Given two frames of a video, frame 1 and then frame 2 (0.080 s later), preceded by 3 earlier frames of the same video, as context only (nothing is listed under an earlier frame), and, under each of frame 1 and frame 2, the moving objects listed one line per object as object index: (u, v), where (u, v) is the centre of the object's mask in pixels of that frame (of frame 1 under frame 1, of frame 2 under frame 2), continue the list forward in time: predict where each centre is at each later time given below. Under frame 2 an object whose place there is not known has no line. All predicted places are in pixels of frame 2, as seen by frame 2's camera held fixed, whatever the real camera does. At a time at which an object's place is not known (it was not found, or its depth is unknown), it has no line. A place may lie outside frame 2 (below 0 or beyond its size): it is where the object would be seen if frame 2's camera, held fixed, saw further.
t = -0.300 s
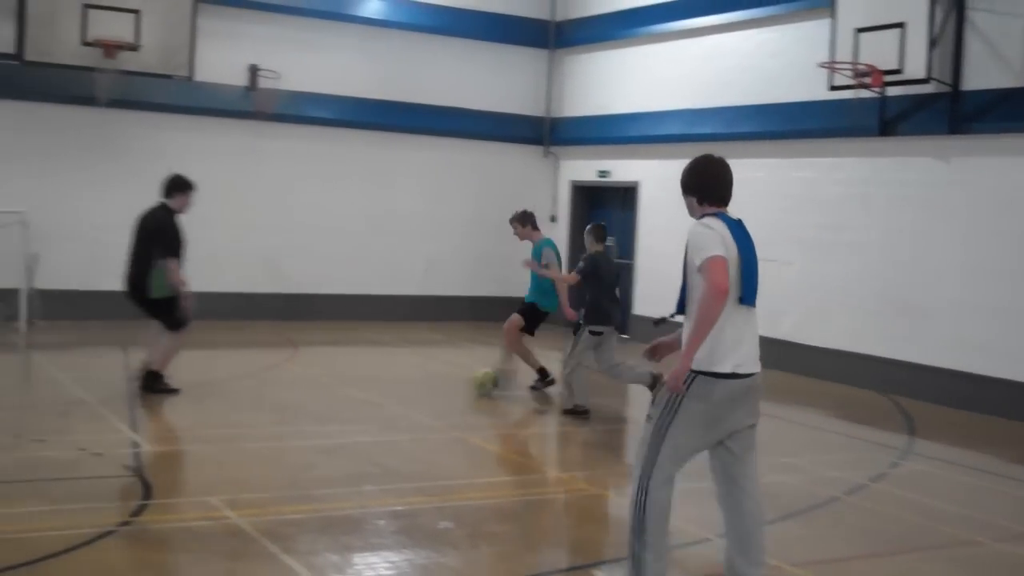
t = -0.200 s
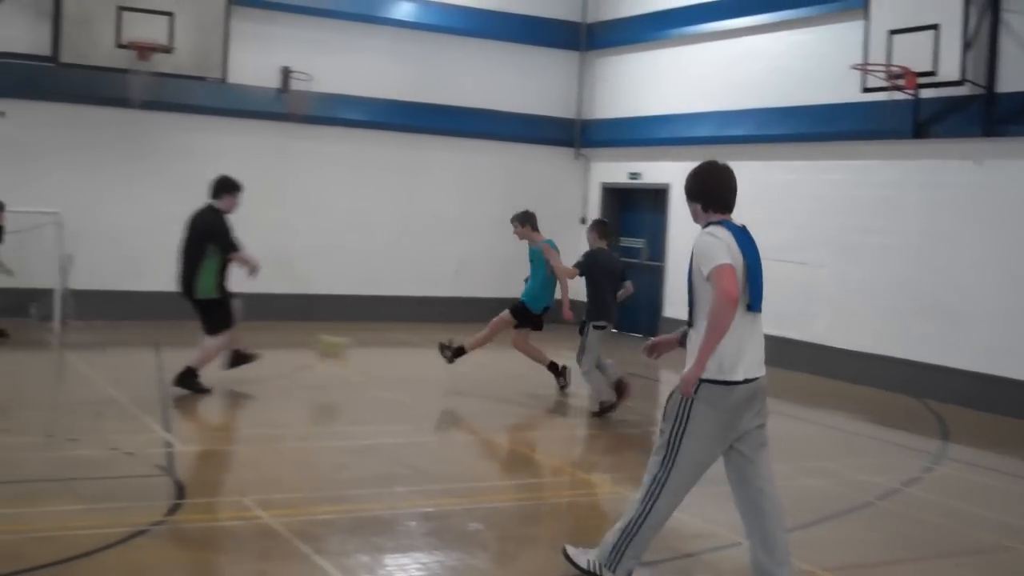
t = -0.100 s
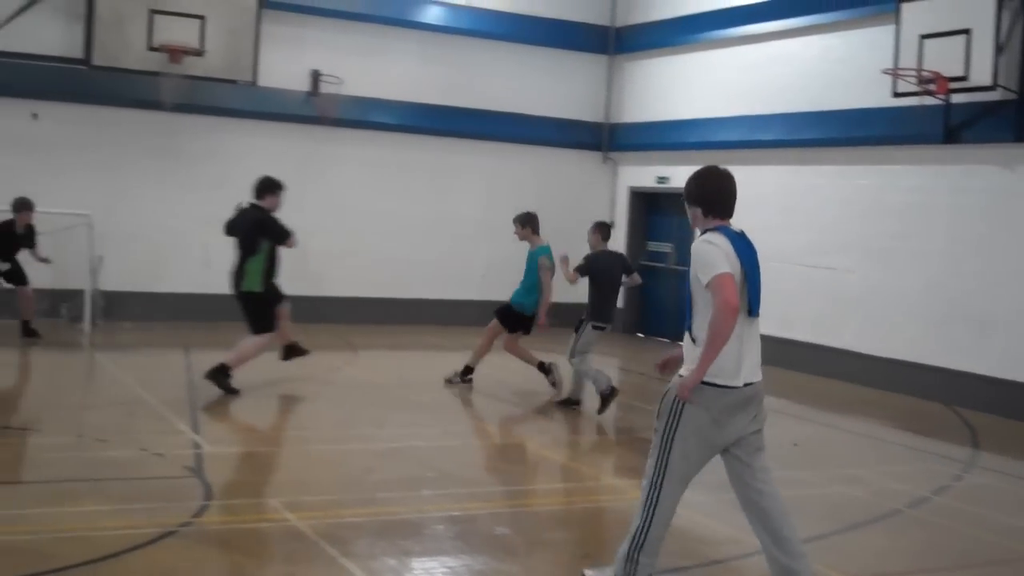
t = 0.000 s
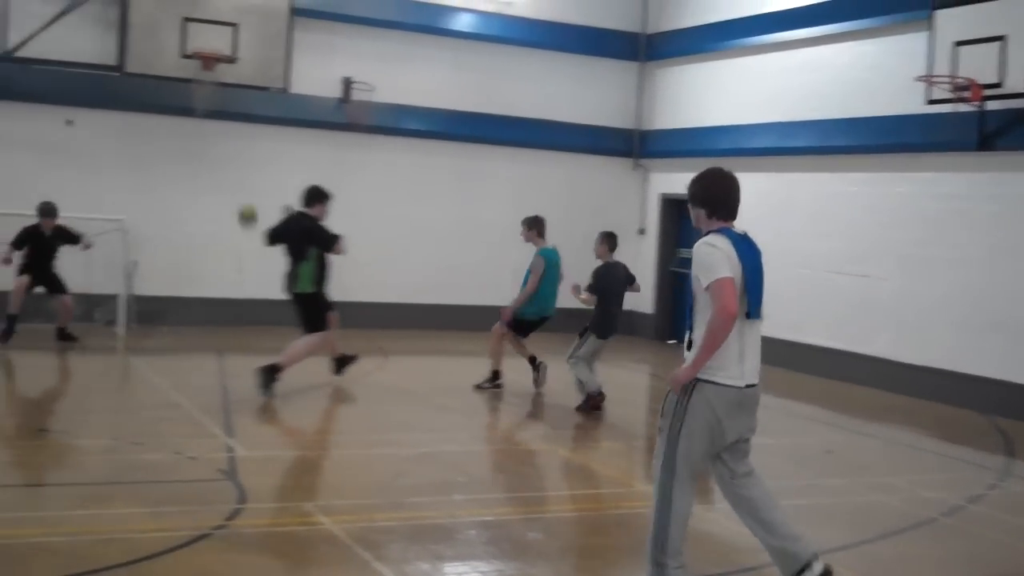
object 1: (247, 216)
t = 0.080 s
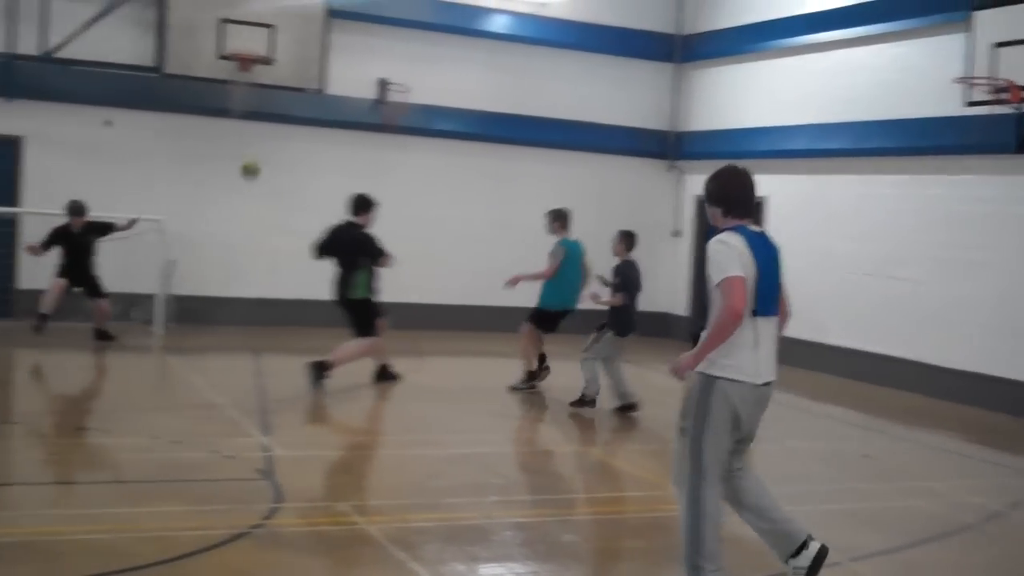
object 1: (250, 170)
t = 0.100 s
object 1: (242, 160)
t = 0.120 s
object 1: (235, 150)
